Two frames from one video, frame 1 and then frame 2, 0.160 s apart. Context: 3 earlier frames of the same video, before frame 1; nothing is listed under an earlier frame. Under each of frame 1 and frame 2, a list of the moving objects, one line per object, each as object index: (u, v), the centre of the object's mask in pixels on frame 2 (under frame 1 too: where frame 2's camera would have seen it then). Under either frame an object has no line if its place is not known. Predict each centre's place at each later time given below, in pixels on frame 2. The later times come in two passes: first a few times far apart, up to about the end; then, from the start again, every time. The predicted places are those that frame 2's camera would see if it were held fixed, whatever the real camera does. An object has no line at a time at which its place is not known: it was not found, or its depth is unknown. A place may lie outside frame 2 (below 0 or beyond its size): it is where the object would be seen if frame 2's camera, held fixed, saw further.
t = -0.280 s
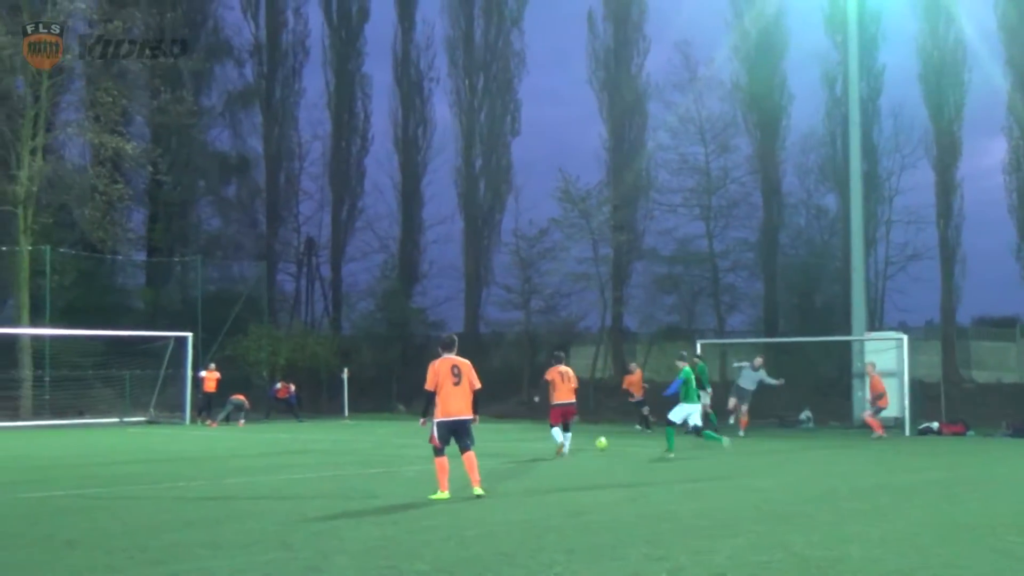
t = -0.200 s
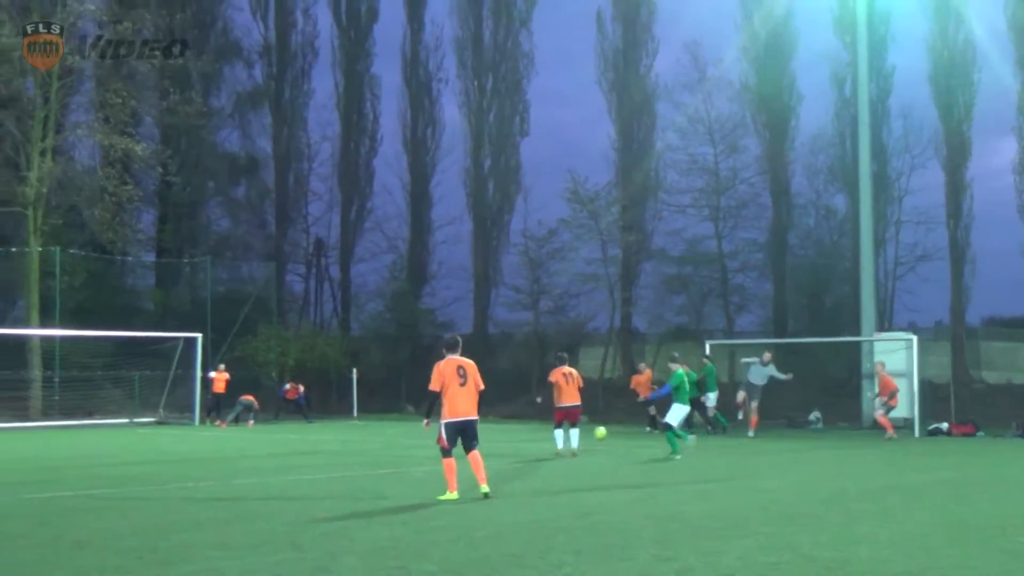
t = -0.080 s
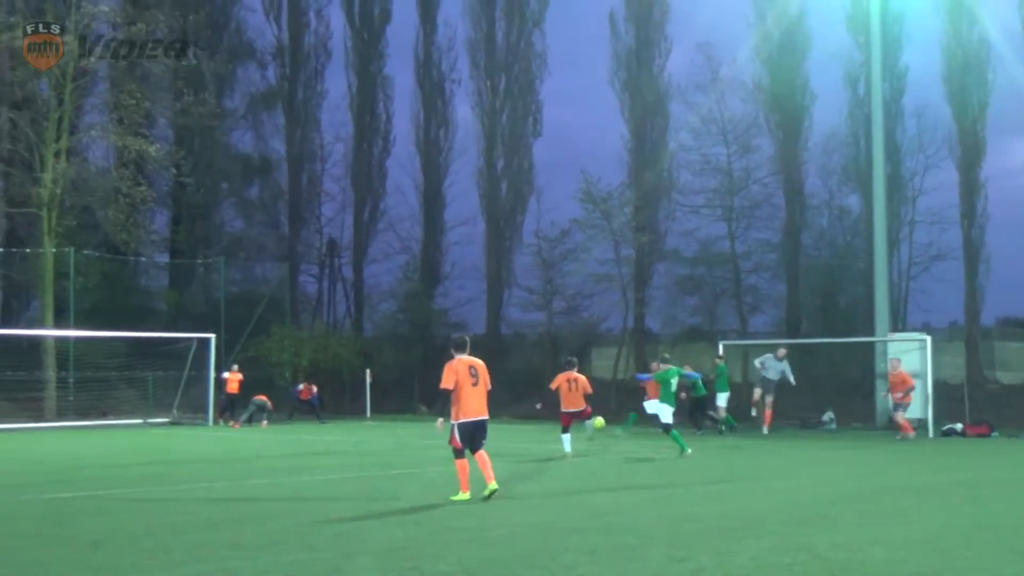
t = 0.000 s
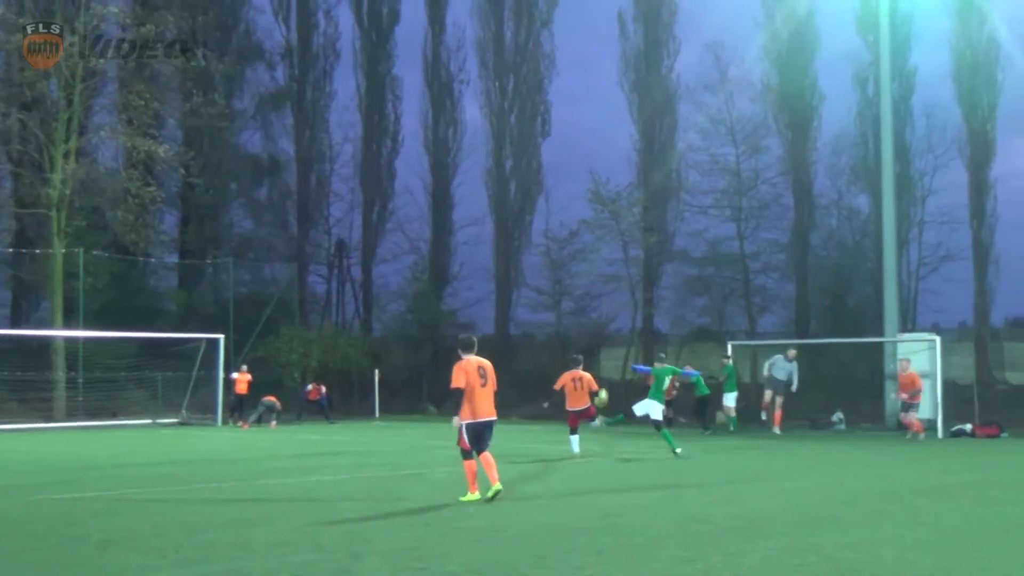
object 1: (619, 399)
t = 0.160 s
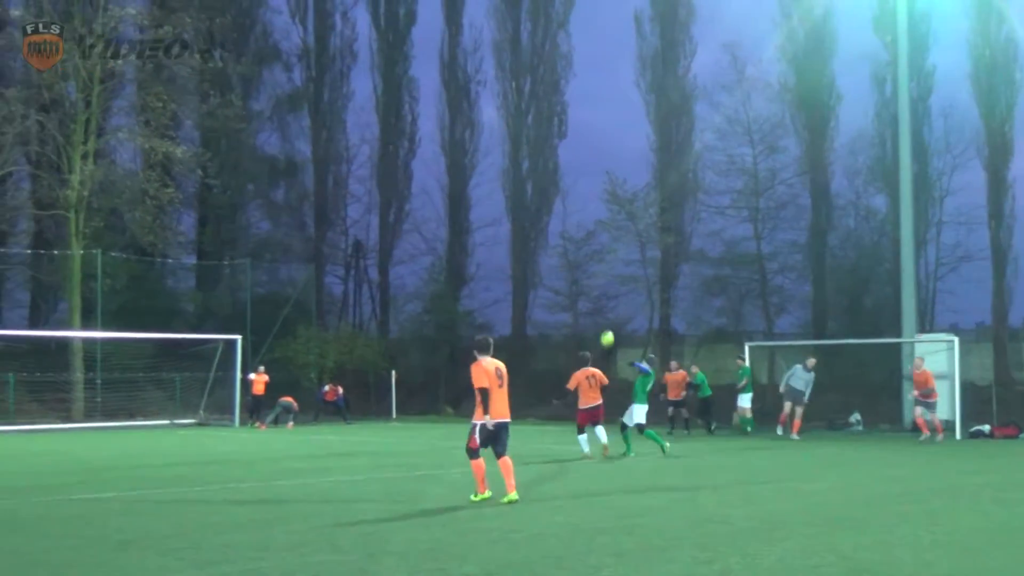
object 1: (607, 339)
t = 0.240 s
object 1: (602, 315)
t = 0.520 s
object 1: (583, 265)
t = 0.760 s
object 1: (568, 259)
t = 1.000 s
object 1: (554, 284)
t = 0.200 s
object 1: (604, 327)
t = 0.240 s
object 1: (602, 315)
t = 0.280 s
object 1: (599, 305)
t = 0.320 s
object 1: (596, 296)
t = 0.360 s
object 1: (593, 287)
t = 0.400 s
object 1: (591, 281)
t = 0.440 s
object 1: (588, 275)
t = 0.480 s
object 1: (586, 269)
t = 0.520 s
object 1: (583, 265)
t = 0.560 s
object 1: (580, 262)
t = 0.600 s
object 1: (578, 259)
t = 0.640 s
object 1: (575, 258)
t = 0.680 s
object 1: (573, 258)
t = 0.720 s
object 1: (570, 258)
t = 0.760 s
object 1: (568, 259)
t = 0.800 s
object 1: (566, 261)
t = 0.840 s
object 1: (563, 264)
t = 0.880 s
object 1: (561, 268)
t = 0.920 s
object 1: (558, 273)
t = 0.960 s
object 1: (556, 278)
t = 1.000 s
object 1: (554, 284)
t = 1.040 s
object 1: (552, 291)
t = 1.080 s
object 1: (549, 299)
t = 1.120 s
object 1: (547, 308)
